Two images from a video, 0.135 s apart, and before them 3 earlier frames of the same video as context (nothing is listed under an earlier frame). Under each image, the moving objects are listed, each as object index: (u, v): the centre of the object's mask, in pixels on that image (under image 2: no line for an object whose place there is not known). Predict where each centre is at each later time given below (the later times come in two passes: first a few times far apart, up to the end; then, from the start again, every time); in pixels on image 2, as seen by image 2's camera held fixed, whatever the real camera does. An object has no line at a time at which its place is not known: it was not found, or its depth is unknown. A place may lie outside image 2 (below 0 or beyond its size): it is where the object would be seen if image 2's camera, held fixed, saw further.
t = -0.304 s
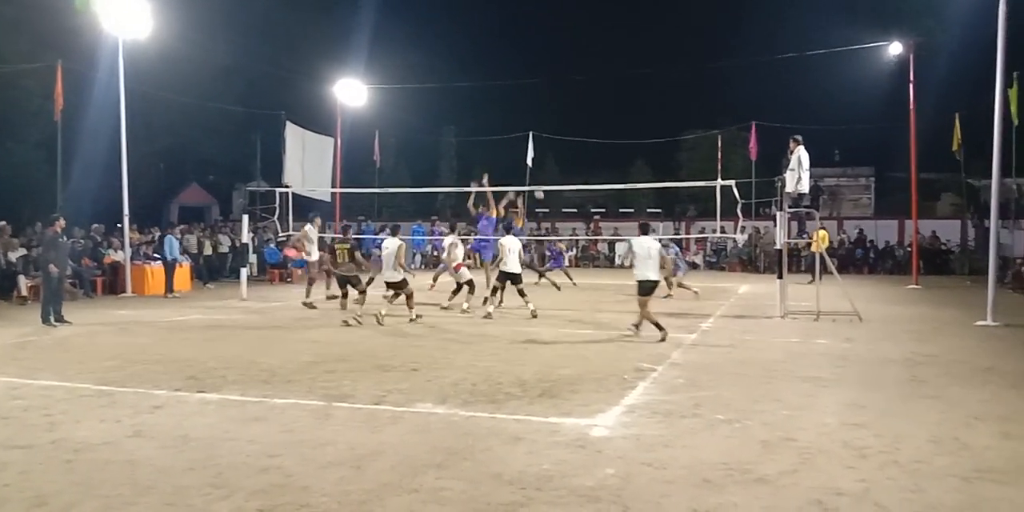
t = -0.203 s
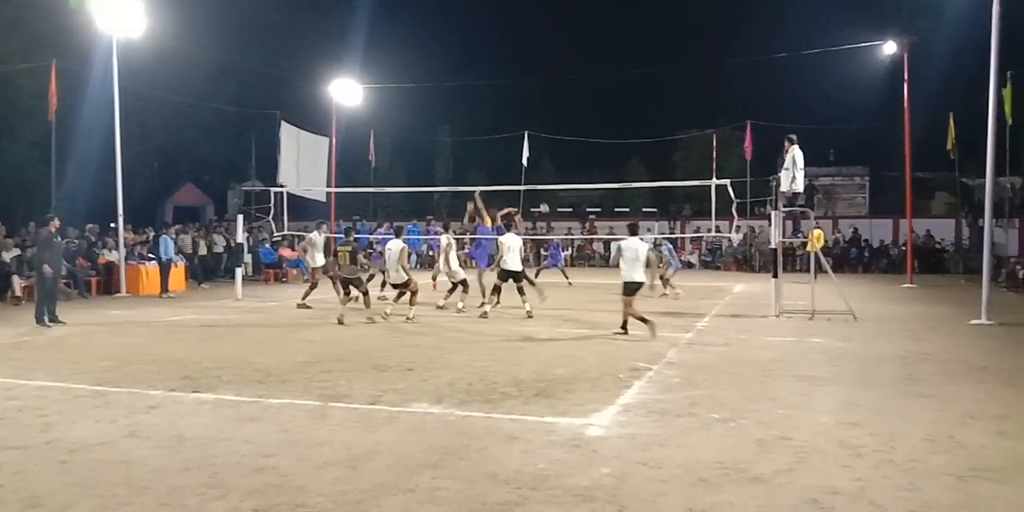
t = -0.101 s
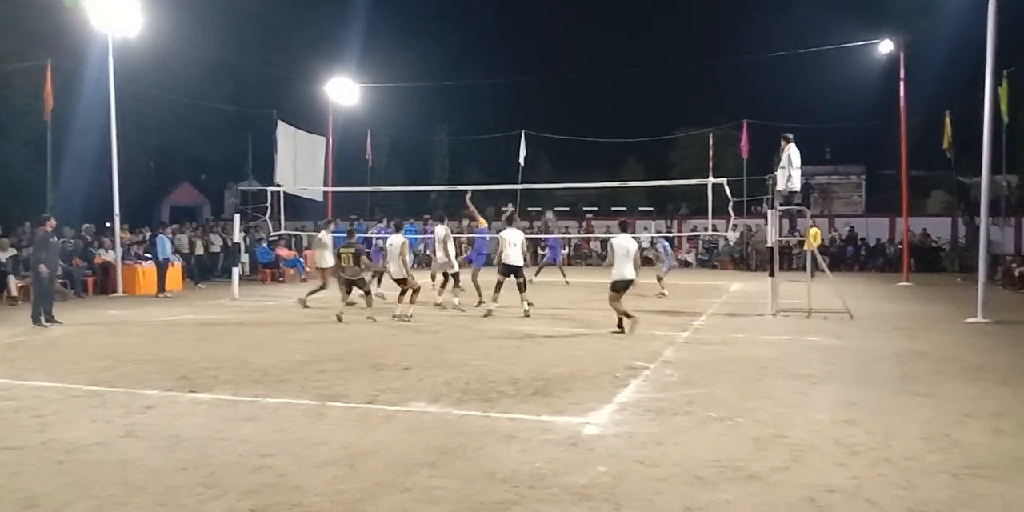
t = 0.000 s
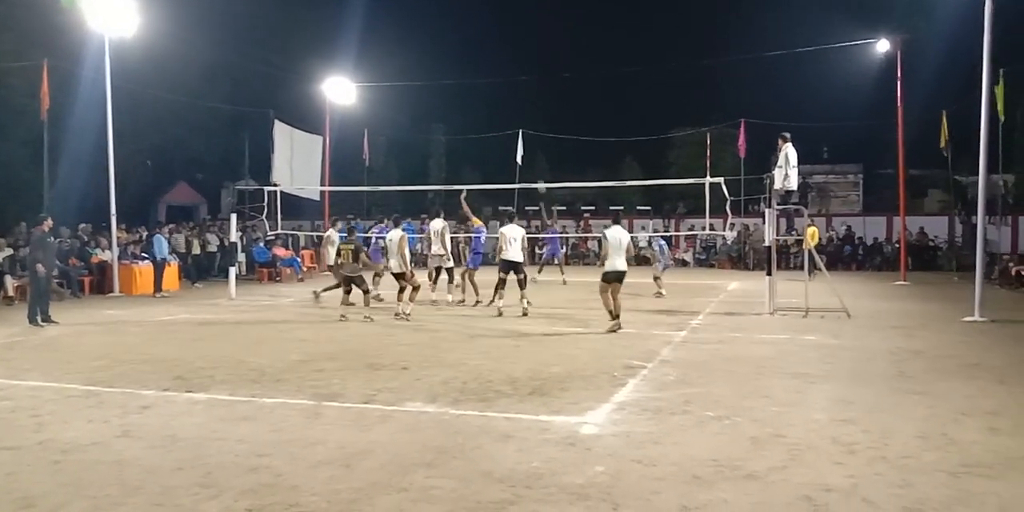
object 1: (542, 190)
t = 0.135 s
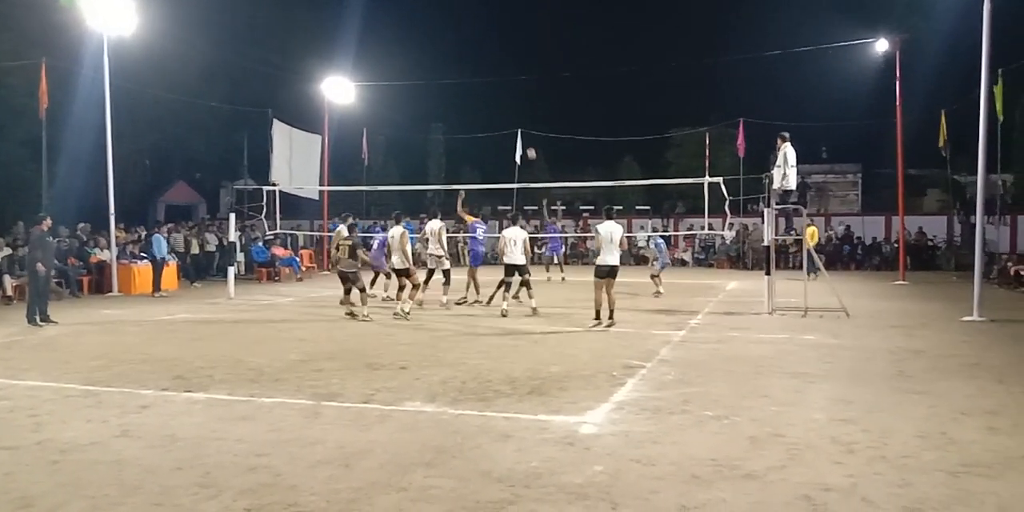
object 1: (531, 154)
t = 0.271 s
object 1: (522, 127)
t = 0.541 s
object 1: (505, 94)
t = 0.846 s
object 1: (485, 89)
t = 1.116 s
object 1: (467, 115)
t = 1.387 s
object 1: (449, 169)
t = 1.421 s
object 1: (447, 177)
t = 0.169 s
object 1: (529, 146)
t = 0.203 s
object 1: (527, 140)
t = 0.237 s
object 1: (524, 133)
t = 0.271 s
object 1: (522, 127)
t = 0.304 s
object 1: (520, 122)
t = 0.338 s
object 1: (518, 116)
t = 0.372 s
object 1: (516, 112)
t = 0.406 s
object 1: (513, 107)
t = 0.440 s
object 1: (511, 103)
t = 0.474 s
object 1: (509, 100)
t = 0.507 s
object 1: (507, 97)
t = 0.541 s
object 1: (505, 94)
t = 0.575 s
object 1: (502, 92)
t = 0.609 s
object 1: (500, 90)
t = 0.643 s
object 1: (498, 88)
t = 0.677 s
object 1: (496, 87)
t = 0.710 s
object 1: (494, 87)
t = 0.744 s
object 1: (491, 87)
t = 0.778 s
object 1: (489, 87)
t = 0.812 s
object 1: (487, 88)
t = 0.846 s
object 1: (485, 89)
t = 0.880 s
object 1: (482, 91)
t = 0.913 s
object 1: (480, 93)
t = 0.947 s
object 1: (478, 96)
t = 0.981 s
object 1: (476, 98)
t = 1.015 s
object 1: (474, 102)
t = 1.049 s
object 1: (471, 106)
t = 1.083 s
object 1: (469, 110)
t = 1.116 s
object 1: (467, 115)
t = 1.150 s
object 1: (464, 120)
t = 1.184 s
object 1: (462, 126)
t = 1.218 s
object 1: (460, 132)
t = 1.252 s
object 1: (458, 138)
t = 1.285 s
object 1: (456, 145)
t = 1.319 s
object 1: (454, 152)
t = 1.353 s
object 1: (451, 161)
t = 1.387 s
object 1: (449, 169)
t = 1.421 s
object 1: (447, 177)
